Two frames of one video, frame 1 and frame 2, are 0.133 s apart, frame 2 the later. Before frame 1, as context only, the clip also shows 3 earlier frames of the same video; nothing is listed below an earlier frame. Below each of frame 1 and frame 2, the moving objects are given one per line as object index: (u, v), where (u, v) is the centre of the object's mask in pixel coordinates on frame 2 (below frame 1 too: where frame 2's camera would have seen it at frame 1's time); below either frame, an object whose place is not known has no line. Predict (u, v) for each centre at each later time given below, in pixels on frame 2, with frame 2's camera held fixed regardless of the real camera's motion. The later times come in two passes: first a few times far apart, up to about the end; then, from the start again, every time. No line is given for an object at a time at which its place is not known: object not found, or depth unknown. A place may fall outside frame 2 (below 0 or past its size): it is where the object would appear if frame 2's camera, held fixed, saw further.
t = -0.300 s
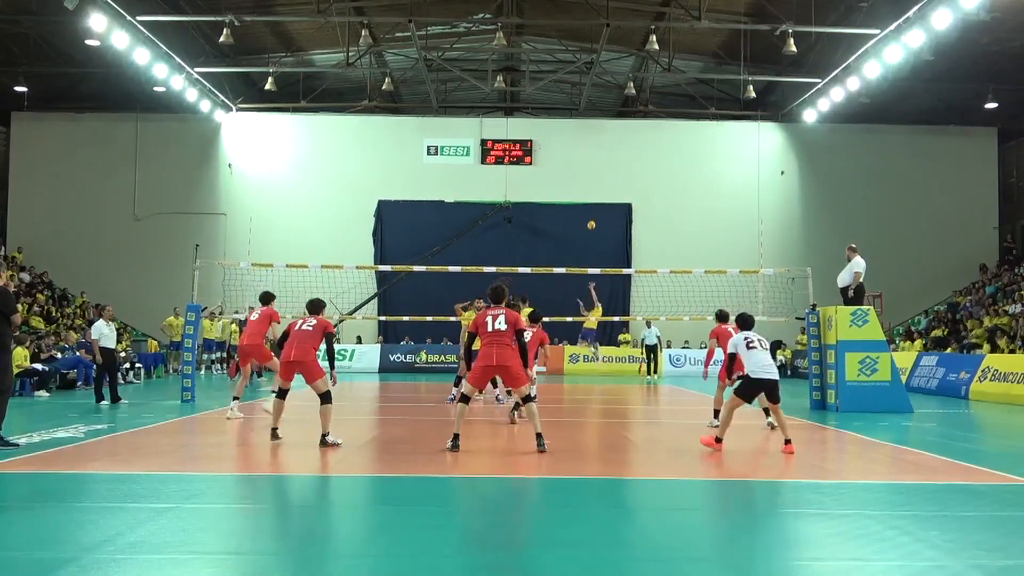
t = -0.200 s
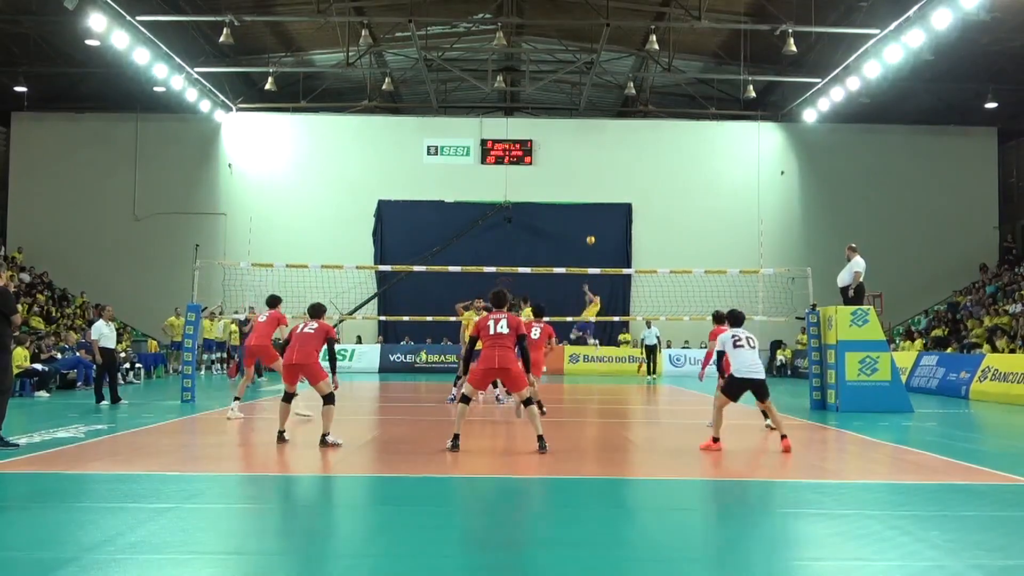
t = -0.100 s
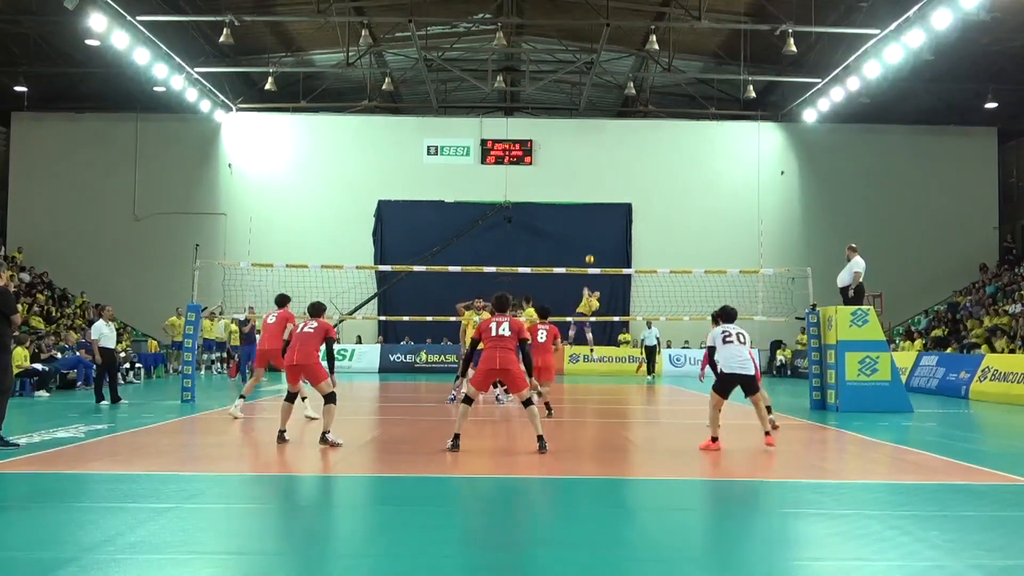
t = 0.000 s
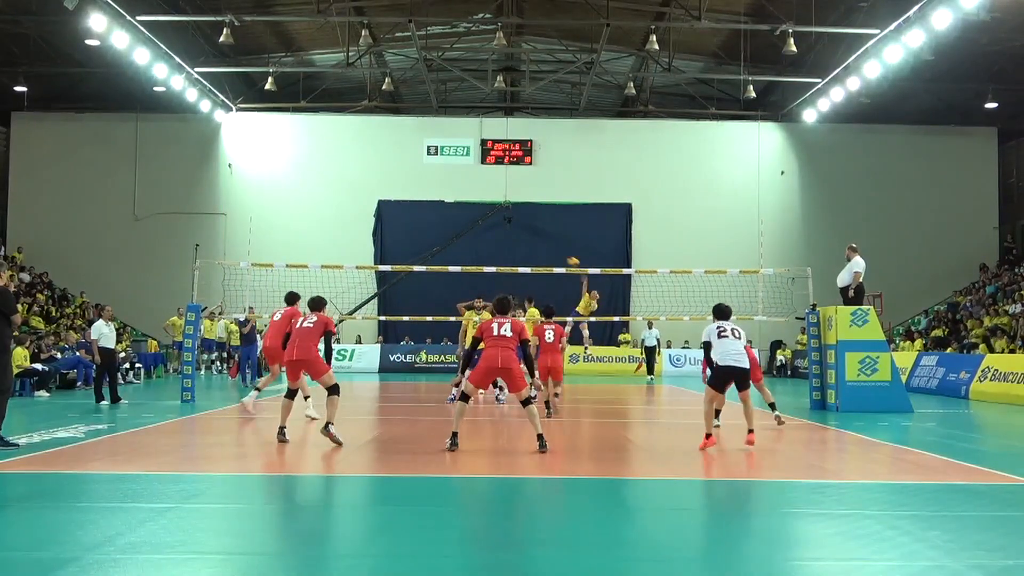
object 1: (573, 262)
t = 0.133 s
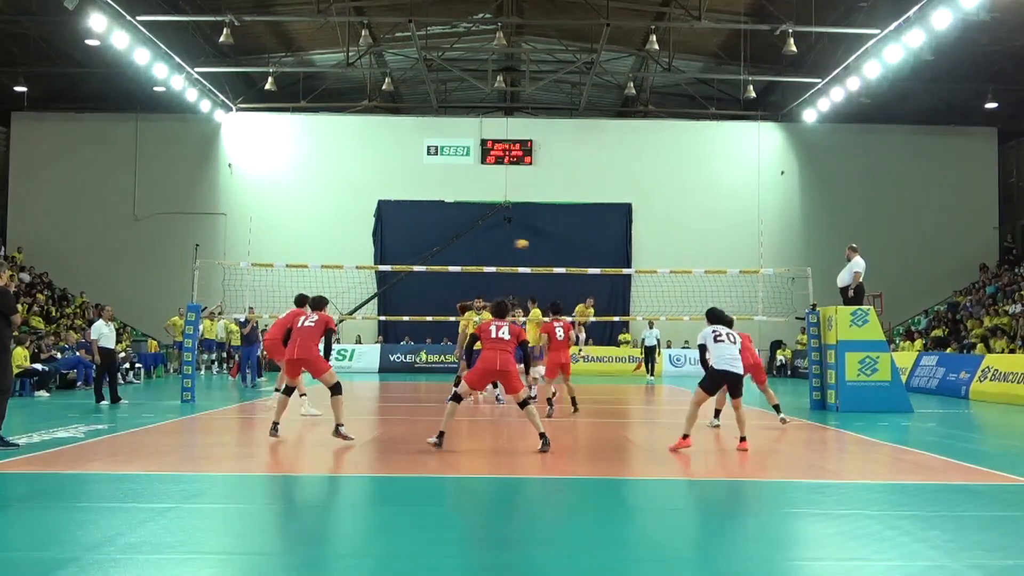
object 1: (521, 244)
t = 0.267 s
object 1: (456, 240)
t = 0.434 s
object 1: (339, 269)
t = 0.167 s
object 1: (506, 241)
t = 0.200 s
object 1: (490, 240)
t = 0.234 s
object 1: (474, 240)
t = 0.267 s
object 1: (456, 240)
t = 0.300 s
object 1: (436, 242)
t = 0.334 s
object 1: (415, 246)
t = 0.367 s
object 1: (392, 251)
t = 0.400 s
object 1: (368, 259)
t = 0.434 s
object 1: (339, 269)
